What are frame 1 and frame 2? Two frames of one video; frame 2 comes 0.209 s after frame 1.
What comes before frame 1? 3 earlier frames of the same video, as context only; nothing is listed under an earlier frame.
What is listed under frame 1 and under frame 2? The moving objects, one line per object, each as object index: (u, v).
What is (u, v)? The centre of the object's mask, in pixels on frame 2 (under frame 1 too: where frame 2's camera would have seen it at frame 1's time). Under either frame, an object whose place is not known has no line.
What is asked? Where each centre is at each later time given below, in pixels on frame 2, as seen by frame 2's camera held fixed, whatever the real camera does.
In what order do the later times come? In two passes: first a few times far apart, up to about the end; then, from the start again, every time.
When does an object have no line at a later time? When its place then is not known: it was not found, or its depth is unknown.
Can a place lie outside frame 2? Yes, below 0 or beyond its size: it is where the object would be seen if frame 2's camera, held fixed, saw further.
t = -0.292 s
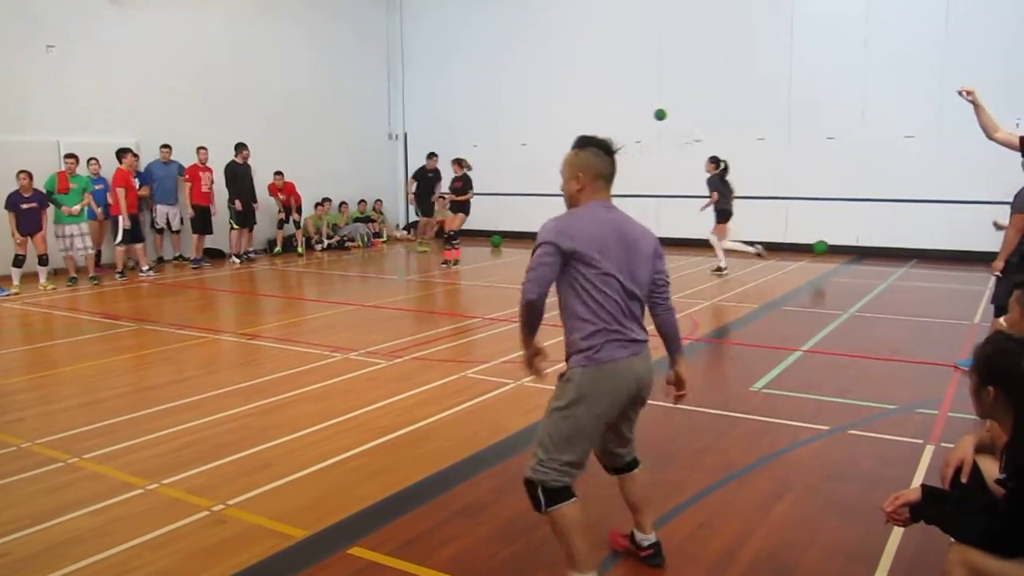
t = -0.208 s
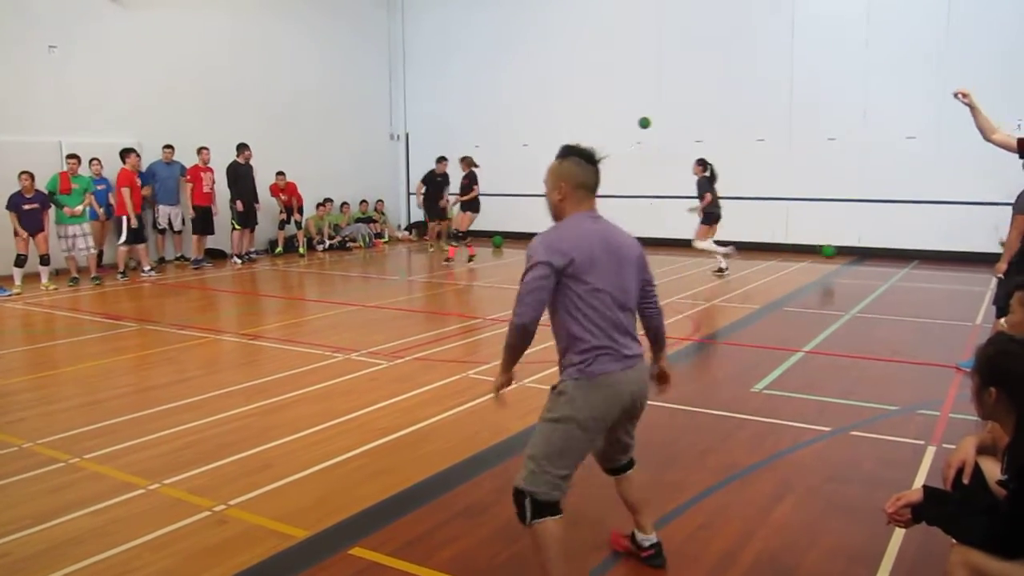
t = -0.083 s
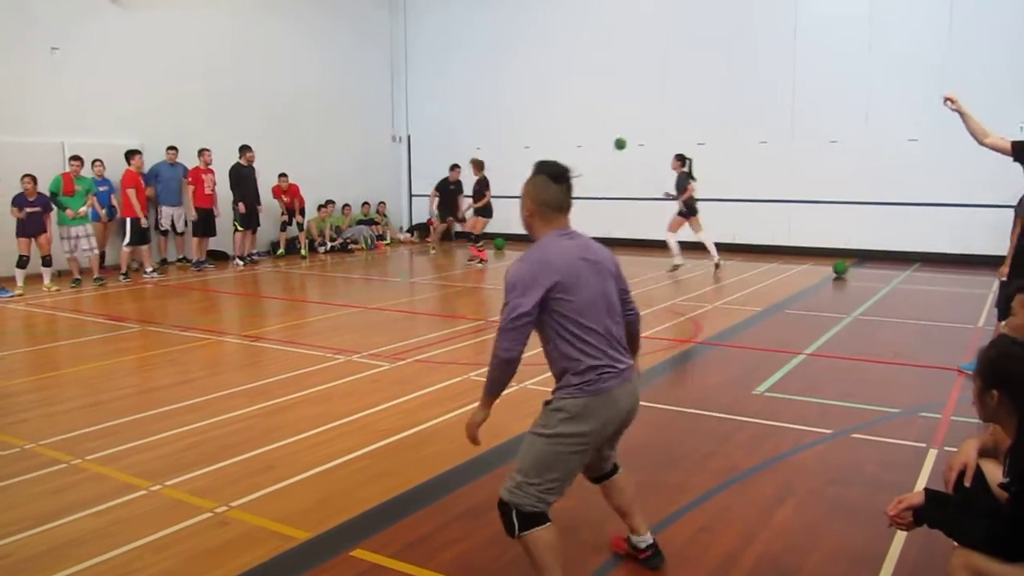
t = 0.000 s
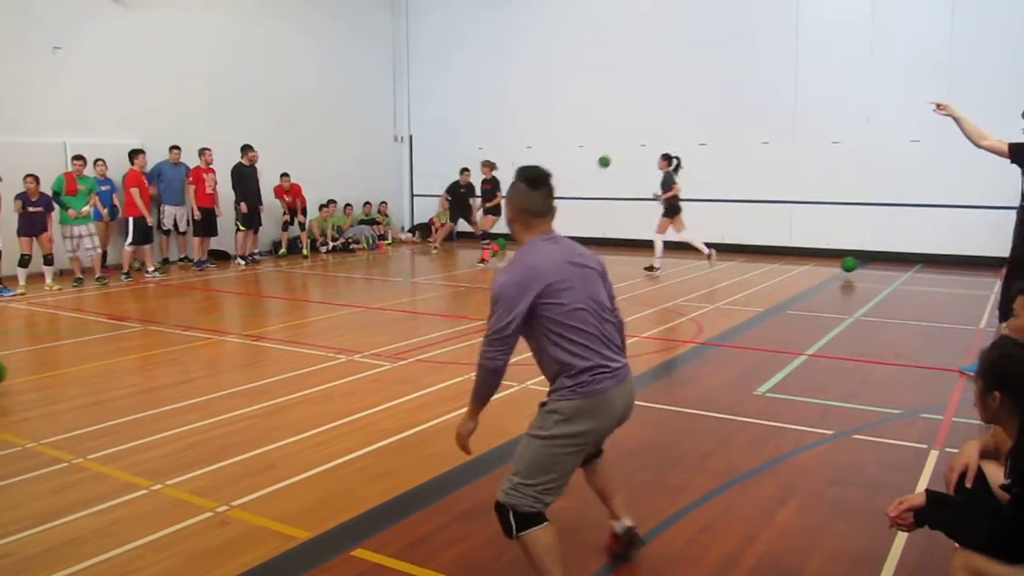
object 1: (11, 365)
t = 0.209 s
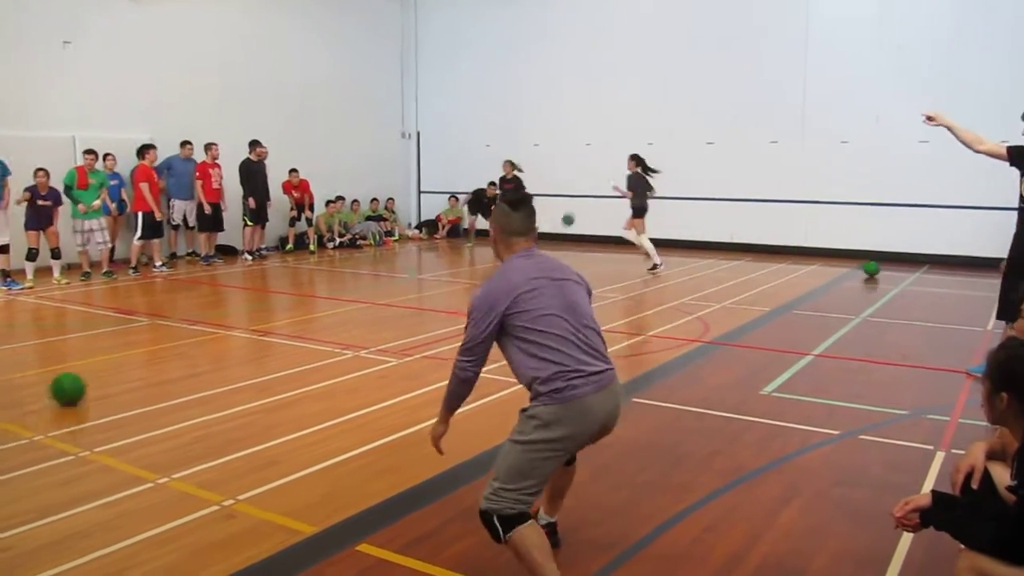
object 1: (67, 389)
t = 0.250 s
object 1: (82, 387)
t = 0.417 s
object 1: (145, 407)
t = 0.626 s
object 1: (231, 423)
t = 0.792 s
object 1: (307, 443)
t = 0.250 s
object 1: (82, 387)
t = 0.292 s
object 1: (97, 388)
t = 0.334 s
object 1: (112, 392)
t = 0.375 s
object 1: (128, 399)
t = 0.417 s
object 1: (145, 407)
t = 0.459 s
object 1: (161, 407)
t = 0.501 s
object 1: (178, 409)
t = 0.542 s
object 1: (195, 415)
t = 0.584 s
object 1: (213, 423)
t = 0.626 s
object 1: (231, 423)
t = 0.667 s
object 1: (249, 427)
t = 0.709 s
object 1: (268, 435)
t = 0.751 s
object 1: (287, 438)
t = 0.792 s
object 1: (307, 443)
